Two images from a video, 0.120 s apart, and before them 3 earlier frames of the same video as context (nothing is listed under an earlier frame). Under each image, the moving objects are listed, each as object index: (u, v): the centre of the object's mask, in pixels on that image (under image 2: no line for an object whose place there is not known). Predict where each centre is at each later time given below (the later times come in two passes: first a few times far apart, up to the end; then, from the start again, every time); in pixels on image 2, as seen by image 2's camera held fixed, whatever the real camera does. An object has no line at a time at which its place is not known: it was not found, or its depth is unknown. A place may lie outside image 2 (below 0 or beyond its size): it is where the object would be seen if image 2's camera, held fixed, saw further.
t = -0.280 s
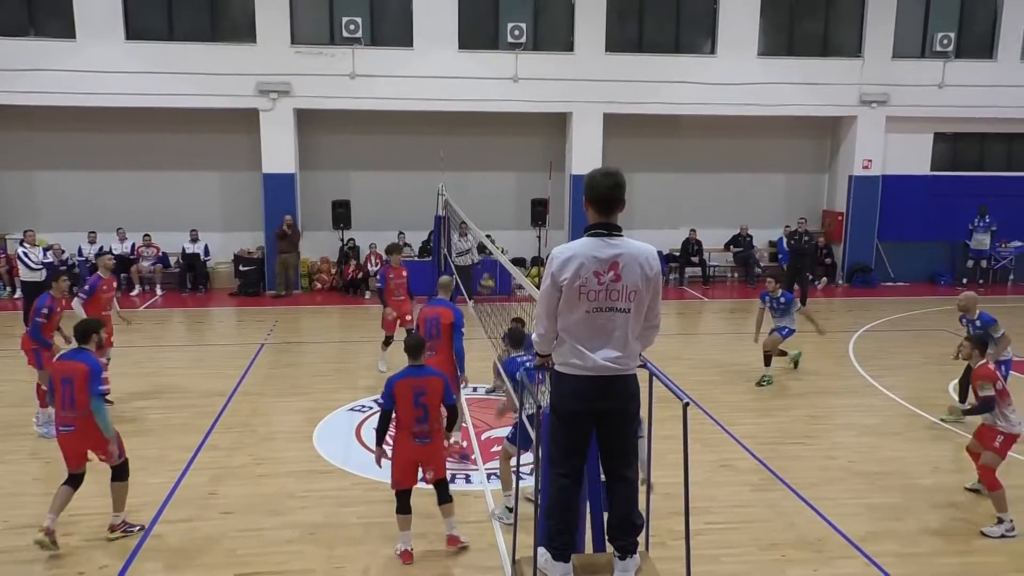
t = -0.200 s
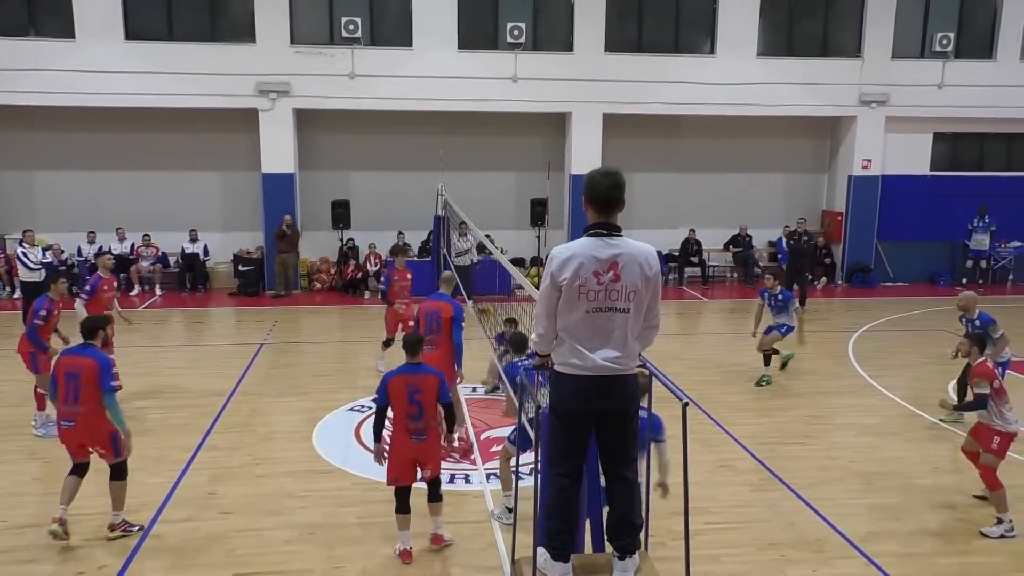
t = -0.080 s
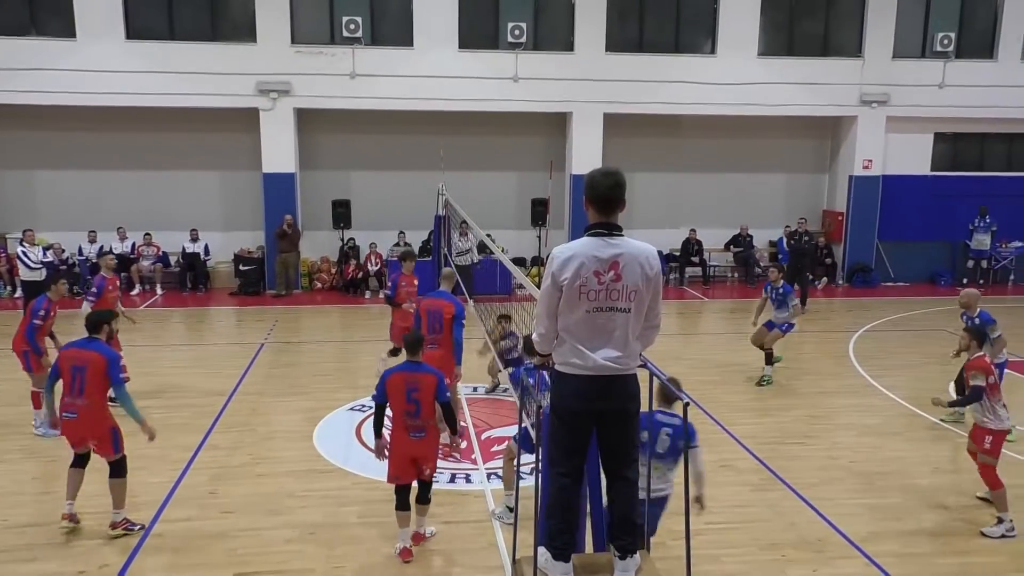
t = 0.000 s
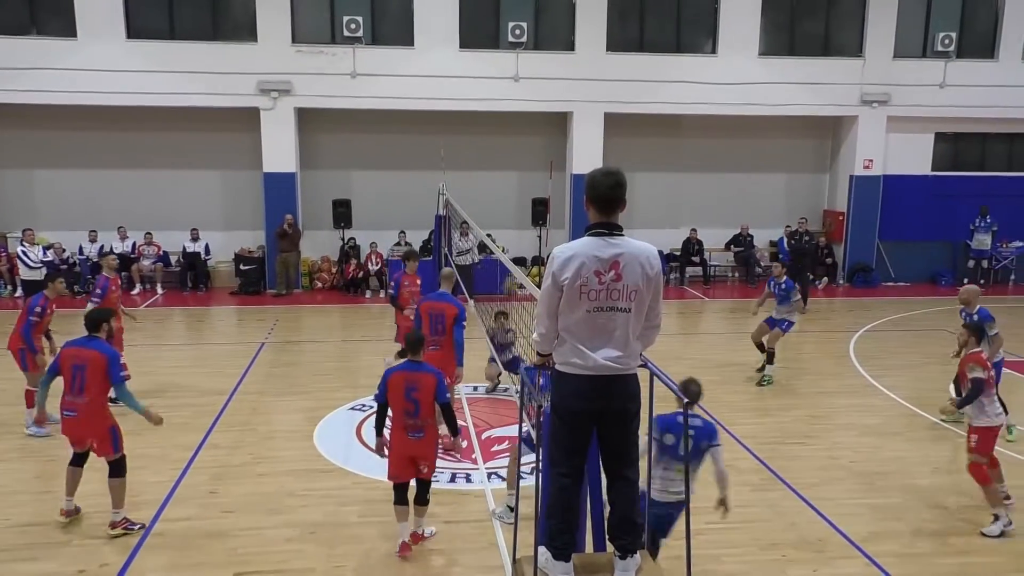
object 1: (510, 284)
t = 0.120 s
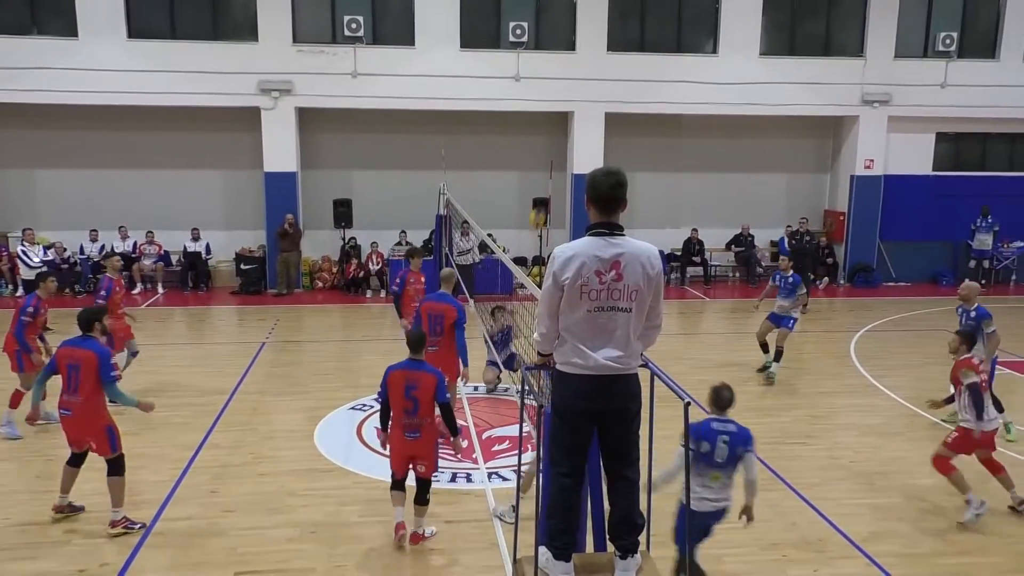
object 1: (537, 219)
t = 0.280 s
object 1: (569, 147)
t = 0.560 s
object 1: (628, 71)
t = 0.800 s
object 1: (679, 57)
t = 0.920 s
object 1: (703, 70)
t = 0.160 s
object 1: (543, 202)
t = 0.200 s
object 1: (554, 181)
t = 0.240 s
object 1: (561, 163)
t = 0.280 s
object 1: (569, 147)
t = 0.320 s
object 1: (578, 134)
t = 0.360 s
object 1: (586, 120)
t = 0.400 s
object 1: (595, 108)
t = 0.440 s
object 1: (603, 97)
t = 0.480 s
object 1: (611, 87)
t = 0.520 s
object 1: (620, 78)
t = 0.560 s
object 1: (628, 71)
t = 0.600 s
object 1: (637, 65)
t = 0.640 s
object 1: (645, 60)
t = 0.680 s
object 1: (653, 57)
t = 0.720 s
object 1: (662, 56)
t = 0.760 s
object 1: (671, 55)
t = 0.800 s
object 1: (679, 57)
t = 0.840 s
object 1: (687, 59)
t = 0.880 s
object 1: (695, 64)
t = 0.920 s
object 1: (703, 70)
